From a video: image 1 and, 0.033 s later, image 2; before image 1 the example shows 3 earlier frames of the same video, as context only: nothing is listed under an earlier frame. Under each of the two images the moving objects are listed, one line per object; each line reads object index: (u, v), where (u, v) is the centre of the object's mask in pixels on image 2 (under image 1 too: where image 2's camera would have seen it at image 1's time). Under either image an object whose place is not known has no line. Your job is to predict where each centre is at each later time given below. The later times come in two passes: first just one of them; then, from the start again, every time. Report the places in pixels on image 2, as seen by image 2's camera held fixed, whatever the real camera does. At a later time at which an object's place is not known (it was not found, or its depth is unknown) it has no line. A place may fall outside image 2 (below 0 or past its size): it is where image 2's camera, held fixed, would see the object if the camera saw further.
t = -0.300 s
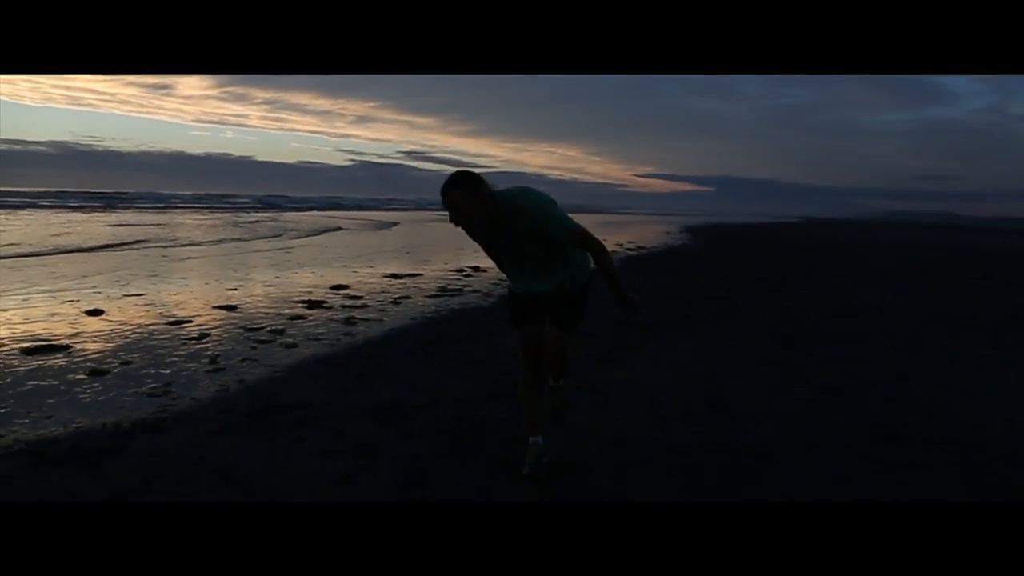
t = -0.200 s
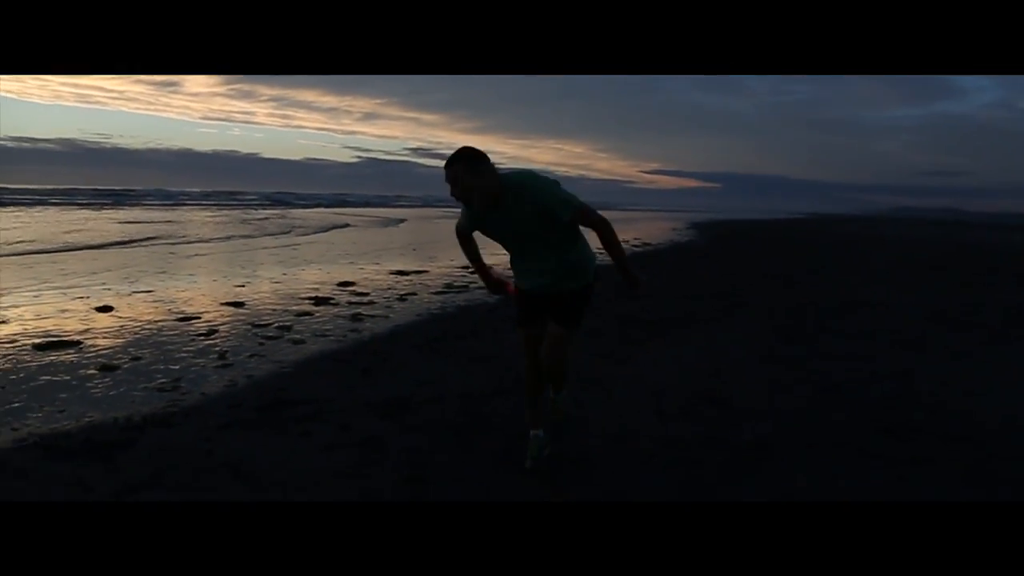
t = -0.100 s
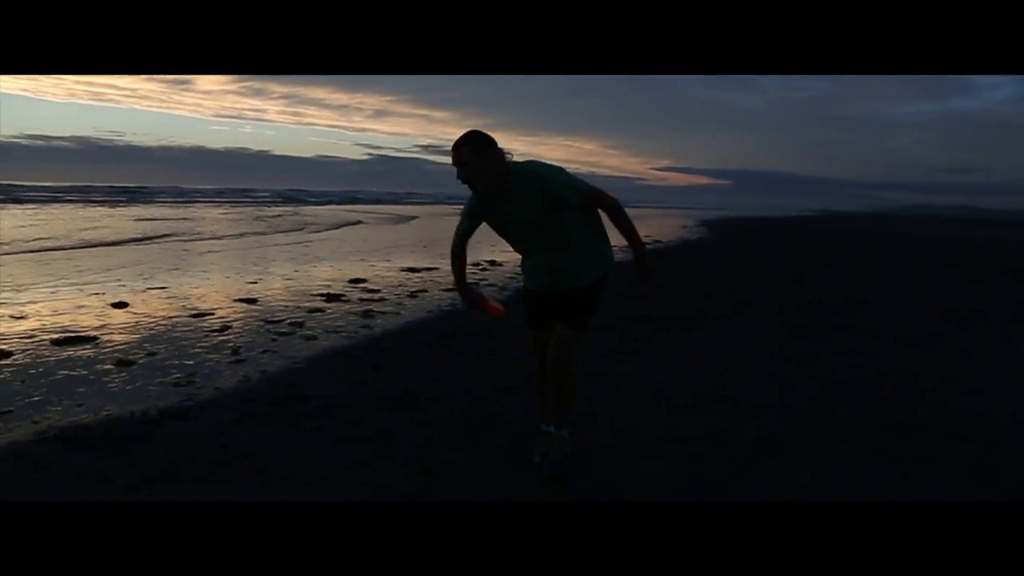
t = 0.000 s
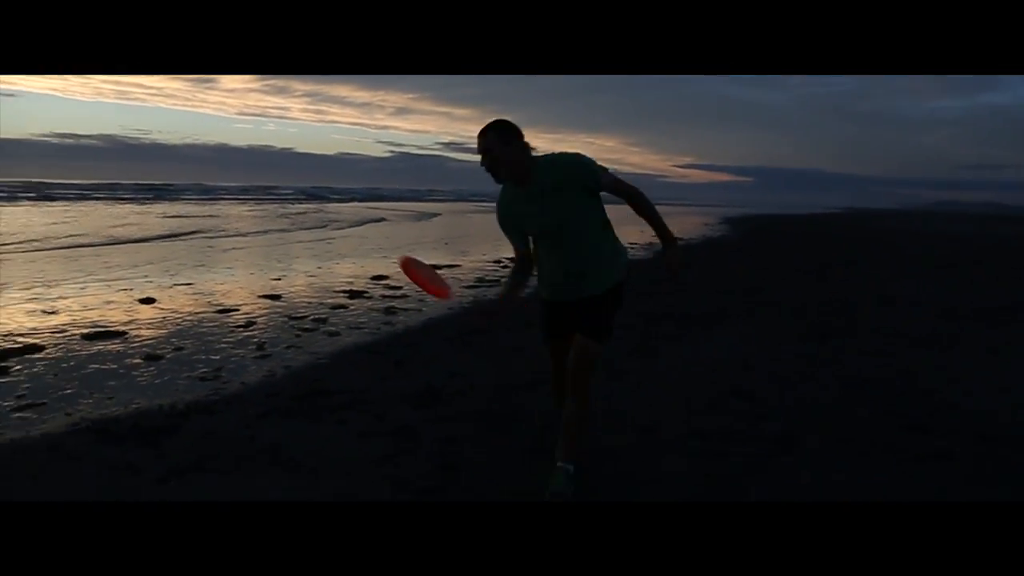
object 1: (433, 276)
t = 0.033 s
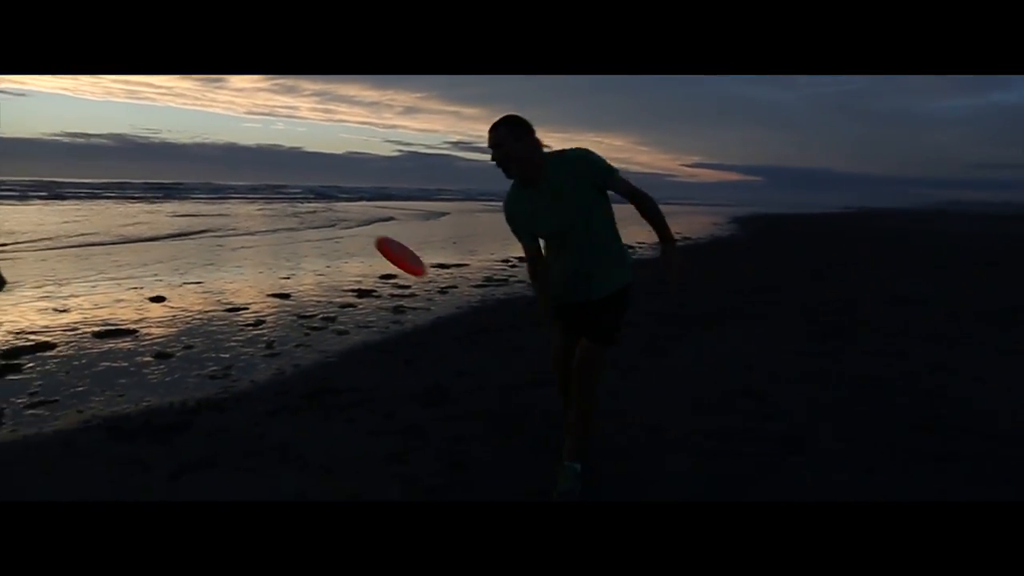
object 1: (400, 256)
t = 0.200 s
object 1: (266, 180)
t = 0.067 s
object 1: (370, 238)
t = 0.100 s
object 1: (341, 221)
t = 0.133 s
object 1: (315, 206)
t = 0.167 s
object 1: (290, 192)
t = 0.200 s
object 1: (266, 180)
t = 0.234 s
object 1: (244, 170)
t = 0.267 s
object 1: (222, 160)
